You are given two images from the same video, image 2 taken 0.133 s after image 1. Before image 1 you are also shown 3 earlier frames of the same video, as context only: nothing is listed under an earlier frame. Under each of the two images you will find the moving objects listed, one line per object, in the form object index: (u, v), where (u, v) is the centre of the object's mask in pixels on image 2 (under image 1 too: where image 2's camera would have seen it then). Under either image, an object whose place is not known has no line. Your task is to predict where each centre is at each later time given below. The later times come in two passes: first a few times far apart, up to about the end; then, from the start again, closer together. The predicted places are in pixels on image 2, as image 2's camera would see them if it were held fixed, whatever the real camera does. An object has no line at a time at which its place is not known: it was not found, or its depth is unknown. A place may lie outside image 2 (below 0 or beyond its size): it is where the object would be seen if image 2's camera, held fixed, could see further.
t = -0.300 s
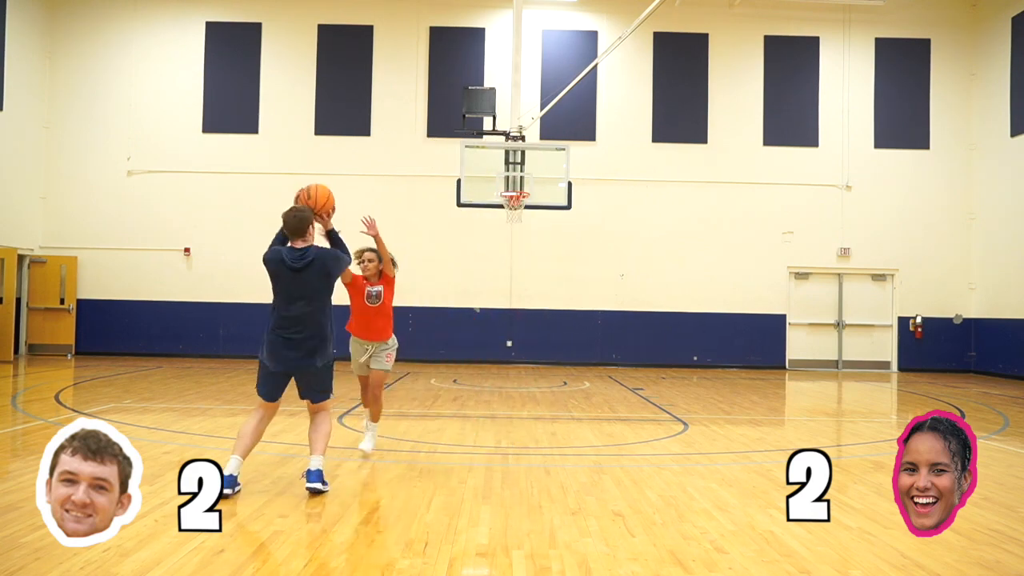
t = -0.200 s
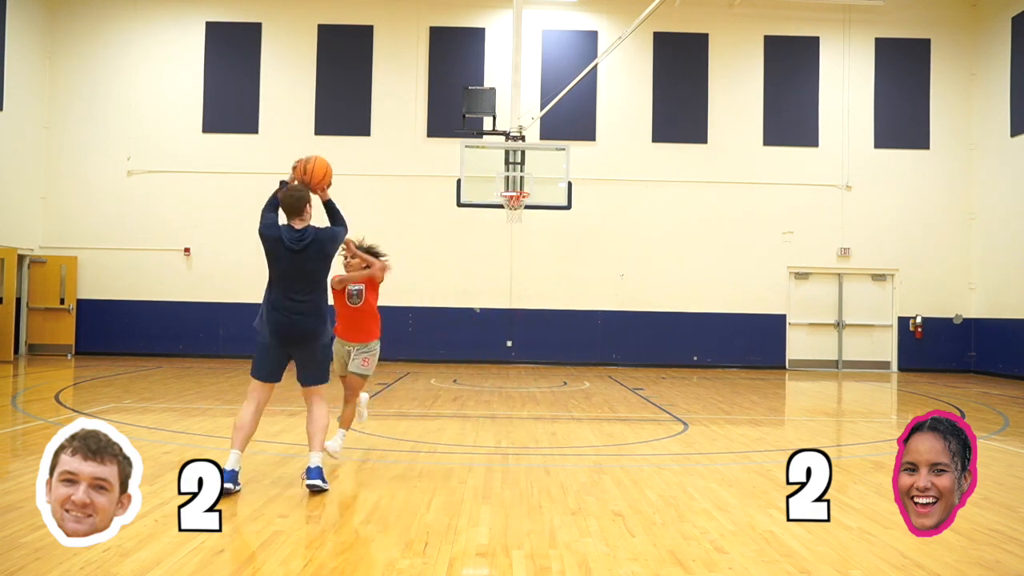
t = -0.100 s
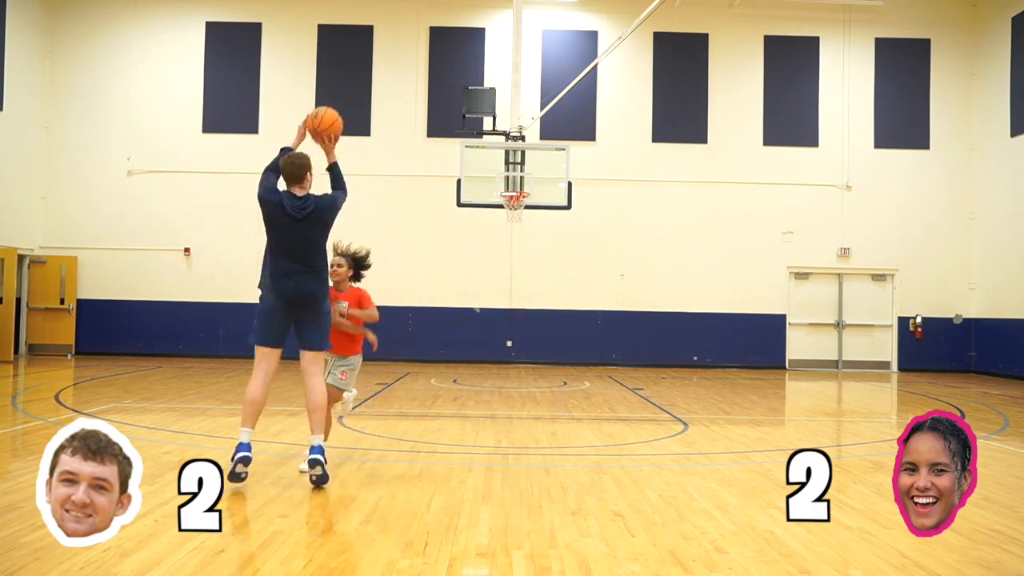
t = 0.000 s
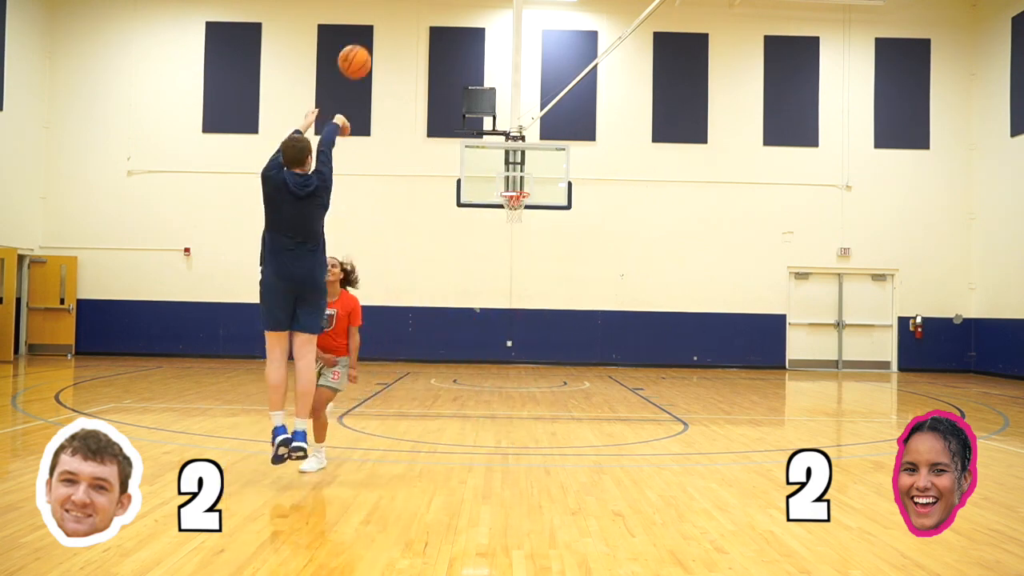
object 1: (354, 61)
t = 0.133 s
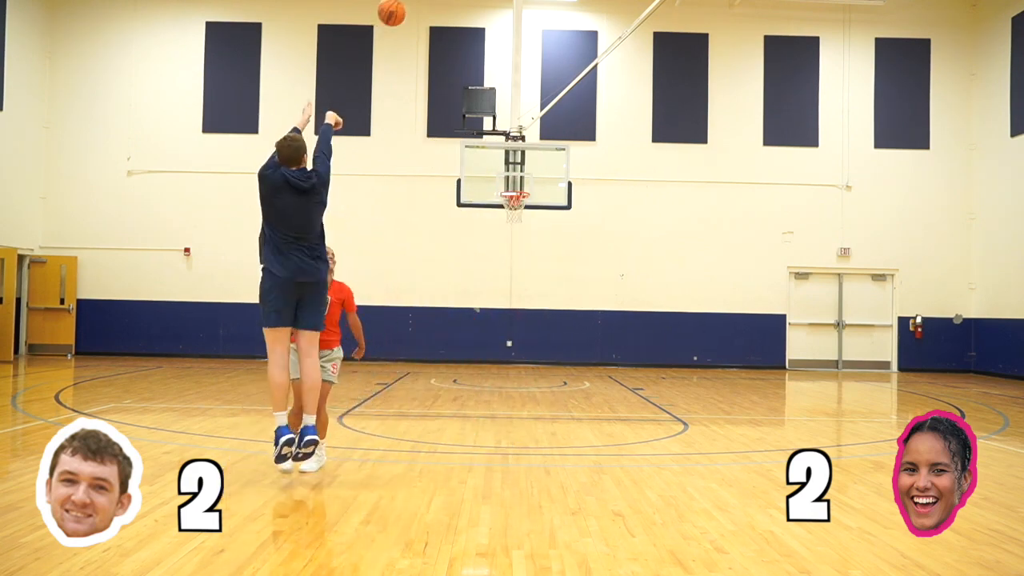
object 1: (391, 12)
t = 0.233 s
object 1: (413, 3)
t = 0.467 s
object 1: (450, 2)
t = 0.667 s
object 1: (471, 29)
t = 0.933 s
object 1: (490, 104)
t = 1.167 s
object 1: (502, 186)
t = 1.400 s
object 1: (497, 158)
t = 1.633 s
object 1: (492, 146)
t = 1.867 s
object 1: (485, 167)
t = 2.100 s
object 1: (478, 224)
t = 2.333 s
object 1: (470, 320)
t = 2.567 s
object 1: (463, 339)
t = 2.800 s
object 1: (458, 277)
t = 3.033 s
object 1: (453, 251)
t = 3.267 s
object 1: (447, 263)
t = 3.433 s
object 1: (442, 293)
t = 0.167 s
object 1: (399, 8)
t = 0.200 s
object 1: (407, 5)
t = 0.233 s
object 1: (413, 3)
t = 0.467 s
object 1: (450, 2)
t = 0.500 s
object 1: (454, 4)
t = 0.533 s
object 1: (458, 6)
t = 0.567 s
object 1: (462, 9)
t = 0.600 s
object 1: (465, 15)
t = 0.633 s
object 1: (468, 21)
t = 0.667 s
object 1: (471, 29)
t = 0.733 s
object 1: (476, 44)
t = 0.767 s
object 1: (479, 52)
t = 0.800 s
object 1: (481, 62)
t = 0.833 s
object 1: (483, 72)
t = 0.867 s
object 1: (486, 82)
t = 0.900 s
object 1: (488, 93)
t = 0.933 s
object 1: (490, 104)
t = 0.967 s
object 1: (492, 115)
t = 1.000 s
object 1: (494, 126)
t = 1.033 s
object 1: (496, 138)
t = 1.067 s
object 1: (498, 150)
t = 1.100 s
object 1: (499, 162)
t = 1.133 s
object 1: (501, 175)
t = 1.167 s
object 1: (502, 186)
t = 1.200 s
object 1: (501, 180)
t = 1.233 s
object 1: (500, 175)
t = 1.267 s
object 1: (500, 170)
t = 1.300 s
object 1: (499, 167)
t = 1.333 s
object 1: (498, 163)
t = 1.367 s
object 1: (497, 161)
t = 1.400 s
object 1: (497, 158)
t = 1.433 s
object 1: (496, 154)
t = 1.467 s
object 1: (496, 151)
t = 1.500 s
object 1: (495, 149)
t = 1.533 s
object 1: (494, 147)
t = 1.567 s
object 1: (493, 146)
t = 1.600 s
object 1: (493, 146)
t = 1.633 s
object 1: (492, 146)
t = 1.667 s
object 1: (491, 147)
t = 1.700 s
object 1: (490, 148)
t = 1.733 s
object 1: (489, 151)
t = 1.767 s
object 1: (488, 154)
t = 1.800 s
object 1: (487, 158)
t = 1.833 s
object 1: (486, 162)
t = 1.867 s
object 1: (485, 167)
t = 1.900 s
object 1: (484, 173)
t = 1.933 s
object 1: (483, 180)
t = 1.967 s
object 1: (482, 187)
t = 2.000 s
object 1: (481, 195)
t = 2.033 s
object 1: (480, 204)
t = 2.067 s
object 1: (479, 213)
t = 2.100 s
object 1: (478, 224)
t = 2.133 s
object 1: (477, 235)
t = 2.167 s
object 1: (476, 247)
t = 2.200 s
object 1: (474, 260)
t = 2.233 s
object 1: (473, 274)
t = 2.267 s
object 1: (472, 288)
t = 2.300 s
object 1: (471, 304)
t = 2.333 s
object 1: (470, 320)
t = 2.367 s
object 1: (468, 337)
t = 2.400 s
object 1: (466, 355)
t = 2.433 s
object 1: (465, 374)
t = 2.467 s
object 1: (464, 376)
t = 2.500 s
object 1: (464, 363)
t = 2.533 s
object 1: (463, 351)
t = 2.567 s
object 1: (463, 339)
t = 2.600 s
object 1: (462, 328)
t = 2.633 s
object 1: (462, 318)
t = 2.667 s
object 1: (461, 308)
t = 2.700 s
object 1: (460, 299)
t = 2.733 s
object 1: (460, 291)
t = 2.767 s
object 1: (459, 283)
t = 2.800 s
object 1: (458, 277)
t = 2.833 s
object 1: (457, 271)
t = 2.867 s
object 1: (457, 266)
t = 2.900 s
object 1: (456, 261)
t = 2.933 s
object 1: (455, 258)
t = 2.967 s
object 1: (455, 255)
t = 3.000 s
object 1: (454, 253)
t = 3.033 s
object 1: (453, 251)
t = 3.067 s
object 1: (452, 251)
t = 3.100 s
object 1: (451, 251)
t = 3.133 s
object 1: (450, 252)
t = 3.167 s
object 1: (449, 253)
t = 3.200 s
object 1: (448, 256)
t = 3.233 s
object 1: (448, 259)
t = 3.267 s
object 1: (447, 263)
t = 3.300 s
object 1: (446, 267)
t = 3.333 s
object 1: (445, 272)
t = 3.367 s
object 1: (444, 279)
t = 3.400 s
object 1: (443, 286)
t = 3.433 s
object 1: (442, 293)
